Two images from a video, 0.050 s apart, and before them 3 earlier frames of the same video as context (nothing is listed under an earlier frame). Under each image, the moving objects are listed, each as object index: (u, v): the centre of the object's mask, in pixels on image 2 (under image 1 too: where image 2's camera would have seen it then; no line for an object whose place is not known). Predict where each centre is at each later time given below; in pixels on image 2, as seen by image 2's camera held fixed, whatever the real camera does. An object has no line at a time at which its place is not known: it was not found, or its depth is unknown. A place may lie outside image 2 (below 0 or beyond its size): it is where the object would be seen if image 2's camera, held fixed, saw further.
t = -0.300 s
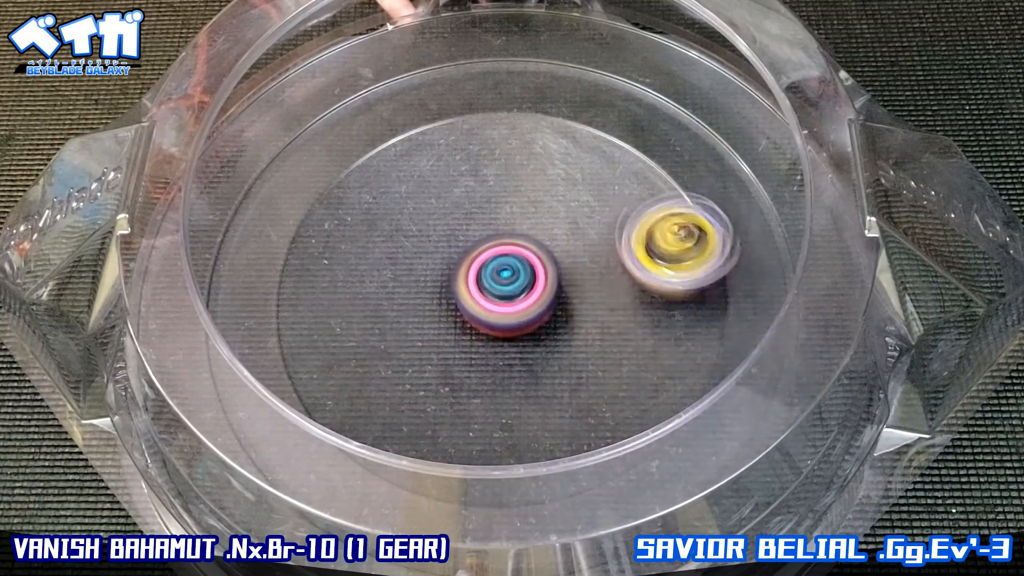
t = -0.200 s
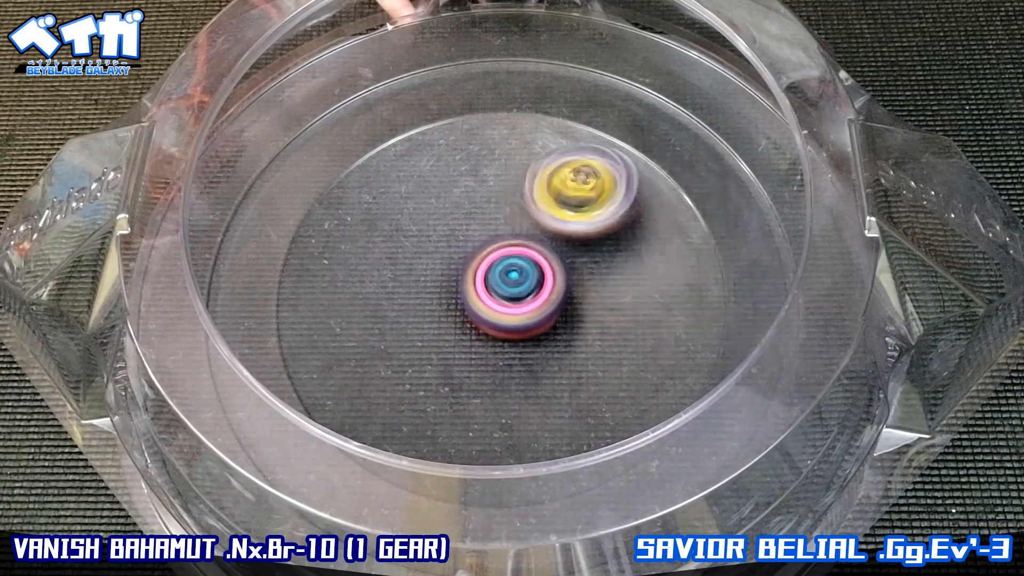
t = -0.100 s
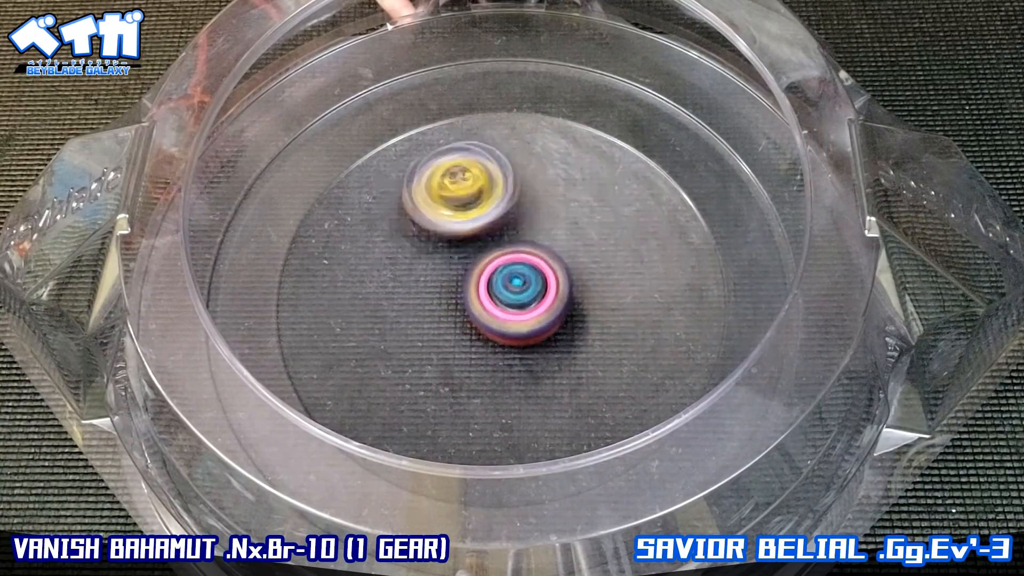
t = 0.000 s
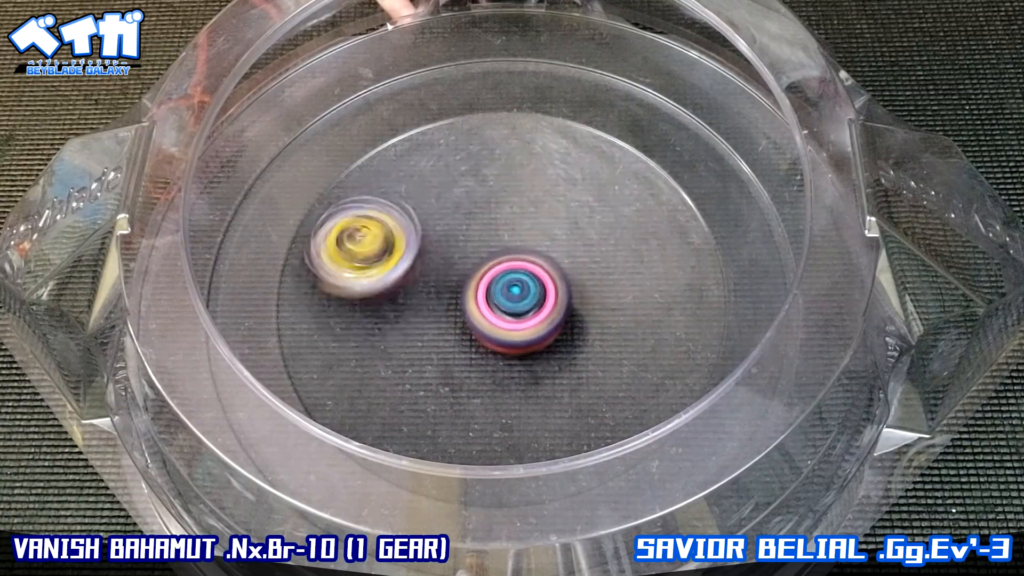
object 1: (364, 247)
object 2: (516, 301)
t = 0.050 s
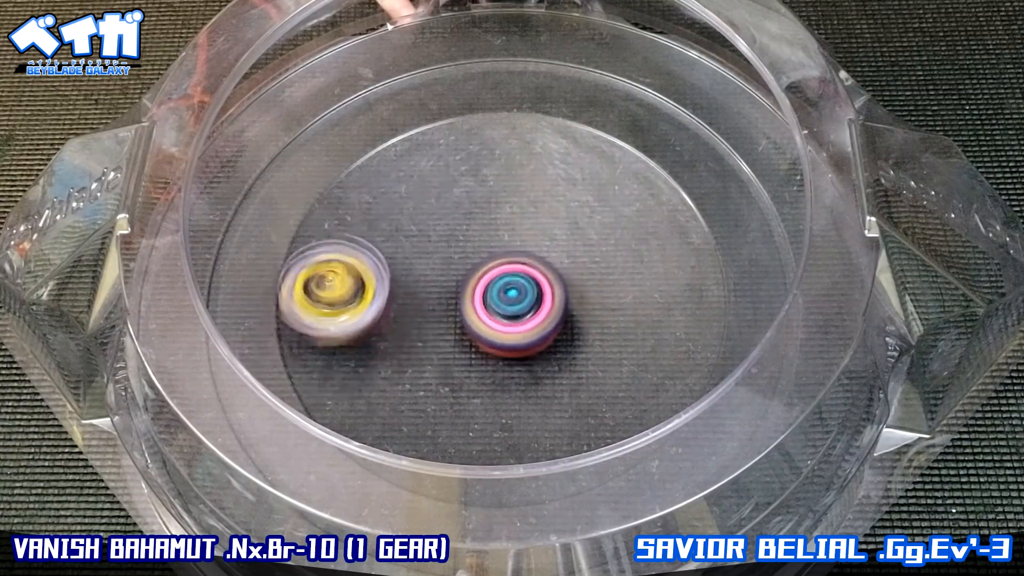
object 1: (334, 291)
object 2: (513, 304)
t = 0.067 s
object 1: (328, 306)
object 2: (512, 305)
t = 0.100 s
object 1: (323, 340)
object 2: (509, 306)
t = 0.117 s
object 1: (324, 357)
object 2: (507, 307)
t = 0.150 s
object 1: (335, 383)
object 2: (504, 307)
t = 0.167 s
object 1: (339, 400)
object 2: (502, 308)
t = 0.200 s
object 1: (362, 428)
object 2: (498, 307)
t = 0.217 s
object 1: (375, 439)
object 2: (497, 307)
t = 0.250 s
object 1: (410, 455)
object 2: (493, 305)
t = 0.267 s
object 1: (431, 461)
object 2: (492, 304)
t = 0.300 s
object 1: (472, 466)
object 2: (489, 302)
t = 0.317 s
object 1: (493, 464)
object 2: (488, 301)
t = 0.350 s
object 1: (531, 453)
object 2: (487, 299)
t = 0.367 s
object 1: (549, 445)
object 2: (487, 298)
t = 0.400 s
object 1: (578, 415)
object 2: (487, 294)
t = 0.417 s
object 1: (592, 405)
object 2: (487, 293)
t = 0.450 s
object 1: (616, 381)
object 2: (487, 290)
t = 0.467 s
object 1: (624, 366)
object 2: (488, 289)
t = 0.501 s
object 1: (633, 331)
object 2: (489, 287)
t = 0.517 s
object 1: (635, 314)
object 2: (490, 285)
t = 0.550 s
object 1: (631, 278)
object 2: (492, 284)
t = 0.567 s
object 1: (626, 262)
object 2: (494, 283)
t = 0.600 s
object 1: (610, 232)
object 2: (496, 282)
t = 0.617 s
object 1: (600, 218)
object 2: (498, 282)
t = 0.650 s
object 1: (575, 193)
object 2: (501, 282)
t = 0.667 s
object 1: (560, 181)
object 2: (503, 283)
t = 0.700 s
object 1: (527, 164)
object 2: (506, 283)
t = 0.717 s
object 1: (511, 158)
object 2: (508, 283)
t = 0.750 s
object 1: (478, 151)
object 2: (510, 284)
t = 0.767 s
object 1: (460, 149)
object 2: (511, 286)
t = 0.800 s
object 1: (424, 150)
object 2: (512, 288)
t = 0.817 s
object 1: (406, 154)
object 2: (513, 290)
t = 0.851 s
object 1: (375, 164)
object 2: (513, 293)
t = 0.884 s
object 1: (347, 179)
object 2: (514, 297)
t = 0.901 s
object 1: (335, 188)
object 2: (514, 299)
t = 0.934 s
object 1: (316, 209)
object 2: (513, 301)
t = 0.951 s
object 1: (309, 222)
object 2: (512, 303)
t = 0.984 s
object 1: (299, 249)
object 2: (509, 305)
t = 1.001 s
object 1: (298, 264)
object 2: (508, 306)
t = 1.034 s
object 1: (300, 295)
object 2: (505, 308)
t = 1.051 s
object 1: (306, 310)
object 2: (504, 309)
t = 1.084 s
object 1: (323, 338)
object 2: (500, 310)
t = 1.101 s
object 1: (334, 351)
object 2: (498, 311)
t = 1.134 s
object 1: (361, 377)
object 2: (495, 311)
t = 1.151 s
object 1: (380, 386)
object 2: (493, 311)
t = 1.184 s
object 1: (419, 399)
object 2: (489, 310)
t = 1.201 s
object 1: (439, 403)
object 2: (488, 308)
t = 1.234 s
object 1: (480, 405)
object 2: (486, 305)
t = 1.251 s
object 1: (502, 404)
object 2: (483, 304)
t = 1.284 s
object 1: (539, 393)
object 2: (482, 302)
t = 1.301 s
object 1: (557, 384)
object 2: (481, 301)
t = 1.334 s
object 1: (590, 364)
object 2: (481, 298)
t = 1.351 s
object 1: (603, 350)
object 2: (481, 297)
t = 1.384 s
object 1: (626, 321)
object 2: (482, 293)
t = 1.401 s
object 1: (634, 306)
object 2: (482, 292)
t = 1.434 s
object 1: (645, 273)
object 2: (485, 289)
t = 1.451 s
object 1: (649, 257)
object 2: (486, 288)
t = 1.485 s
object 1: (647, 225)
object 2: (489, 285)
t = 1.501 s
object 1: (645, 210)
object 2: (491, 285)
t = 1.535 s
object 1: (633, 180)
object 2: (495, 284)
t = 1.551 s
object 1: (625, 167)
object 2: (497, 284)
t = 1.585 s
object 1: (606, 144)
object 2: (500, 283)
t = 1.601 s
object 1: (593, 134)
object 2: (502, 284)
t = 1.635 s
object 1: (568, 120)
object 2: (506, 285)
